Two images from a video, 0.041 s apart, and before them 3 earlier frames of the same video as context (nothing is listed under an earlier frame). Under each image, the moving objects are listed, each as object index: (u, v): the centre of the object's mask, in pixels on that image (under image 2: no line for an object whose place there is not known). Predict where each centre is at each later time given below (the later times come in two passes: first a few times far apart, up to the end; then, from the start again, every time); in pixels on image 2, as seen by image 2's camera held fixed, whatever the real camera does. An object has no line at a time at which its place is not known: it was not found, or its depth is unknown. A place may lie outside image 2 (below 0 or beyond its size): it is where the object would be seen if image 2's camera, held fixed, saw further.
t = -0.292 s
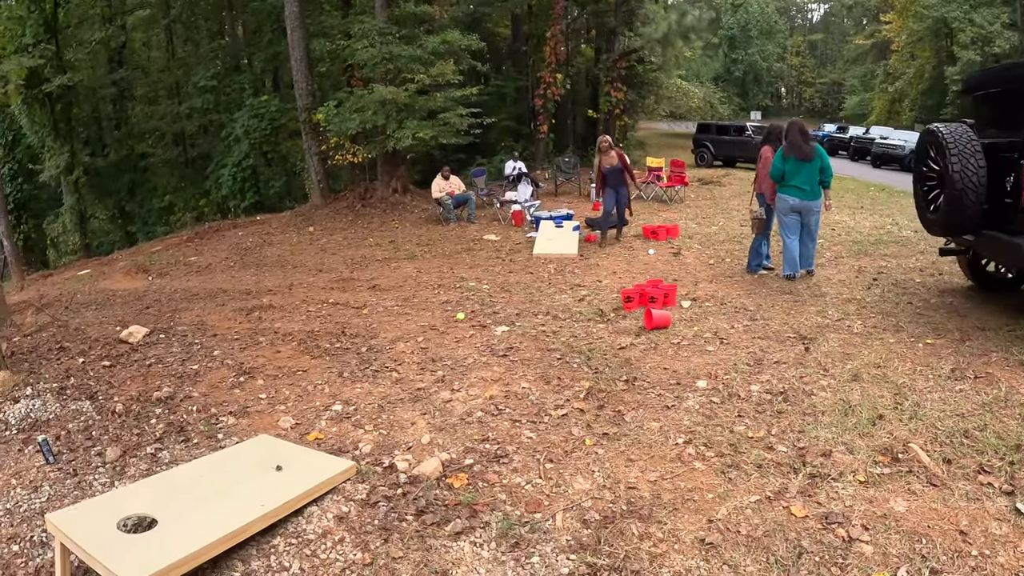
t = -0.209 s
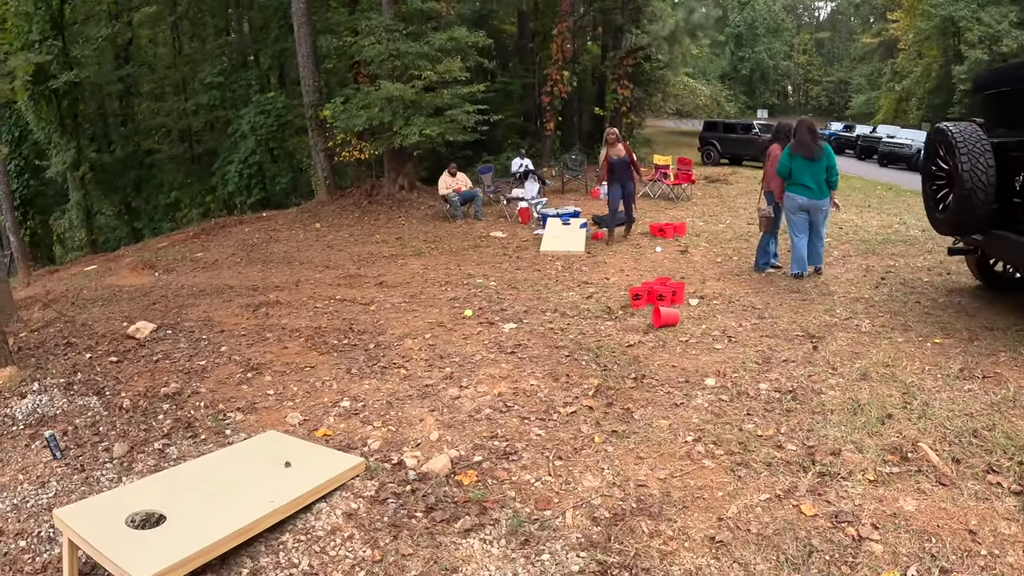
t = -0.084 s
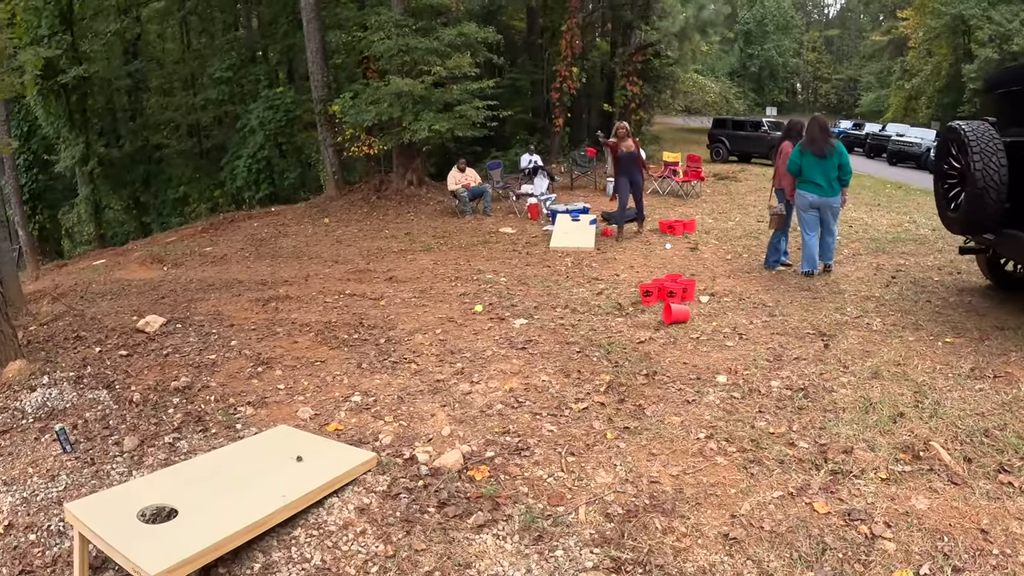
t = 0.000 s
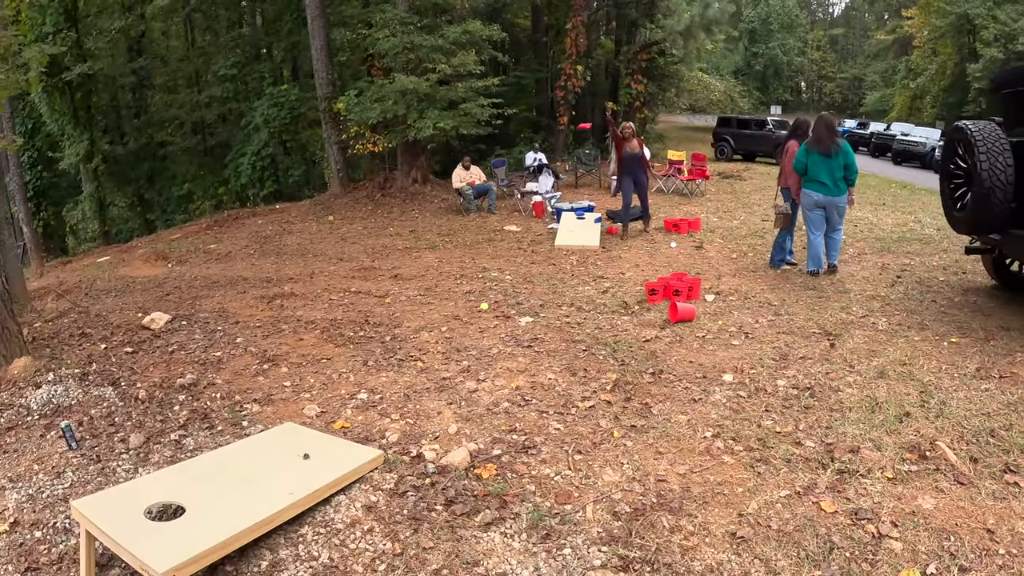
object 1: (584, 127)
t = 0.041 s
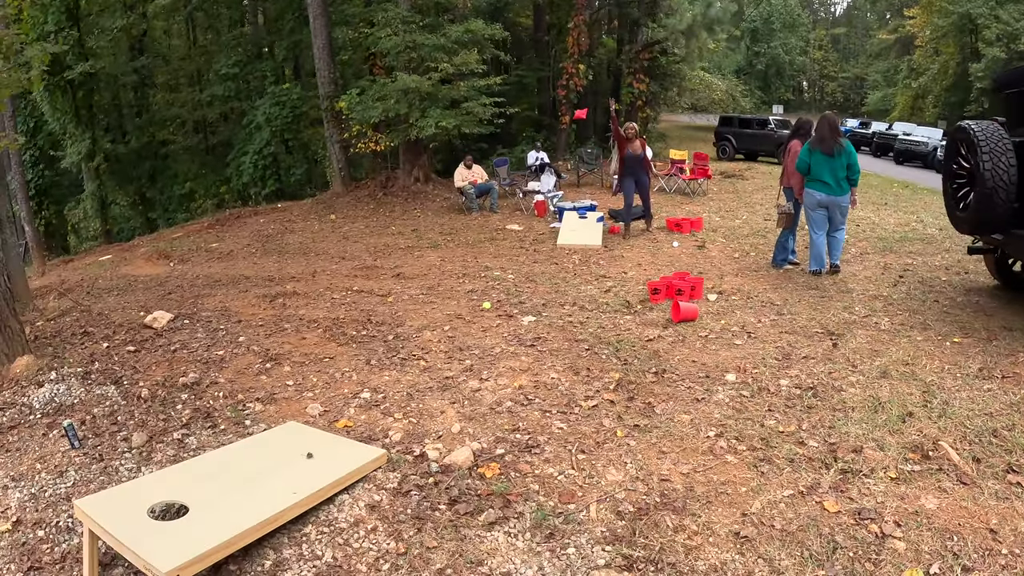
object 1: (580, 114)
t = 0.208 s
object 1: (552, 77)
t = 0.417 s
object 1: (503, 63)
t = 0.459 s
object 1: (490, 66)
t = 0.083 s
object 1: (574, 104)
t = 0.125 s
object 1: (567, 94)
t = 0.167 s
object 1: (560, 86)
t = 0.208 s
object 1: (552, 77)
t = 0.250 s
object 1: (544, 71)
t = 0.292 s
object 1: (535, 66)
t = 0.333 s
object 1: (526, 63)
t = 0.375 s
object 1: (515, 62)
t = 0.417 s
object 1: (503, 63)
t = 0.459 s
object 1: (490, 66)
